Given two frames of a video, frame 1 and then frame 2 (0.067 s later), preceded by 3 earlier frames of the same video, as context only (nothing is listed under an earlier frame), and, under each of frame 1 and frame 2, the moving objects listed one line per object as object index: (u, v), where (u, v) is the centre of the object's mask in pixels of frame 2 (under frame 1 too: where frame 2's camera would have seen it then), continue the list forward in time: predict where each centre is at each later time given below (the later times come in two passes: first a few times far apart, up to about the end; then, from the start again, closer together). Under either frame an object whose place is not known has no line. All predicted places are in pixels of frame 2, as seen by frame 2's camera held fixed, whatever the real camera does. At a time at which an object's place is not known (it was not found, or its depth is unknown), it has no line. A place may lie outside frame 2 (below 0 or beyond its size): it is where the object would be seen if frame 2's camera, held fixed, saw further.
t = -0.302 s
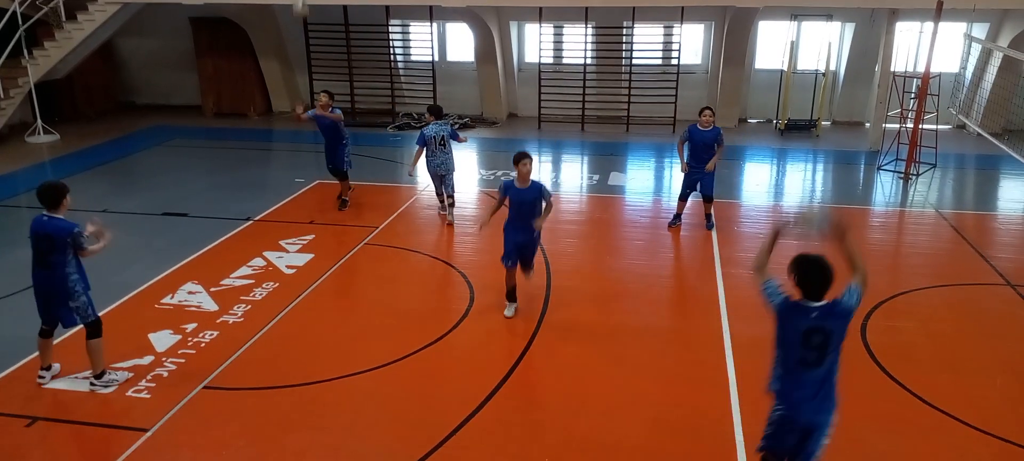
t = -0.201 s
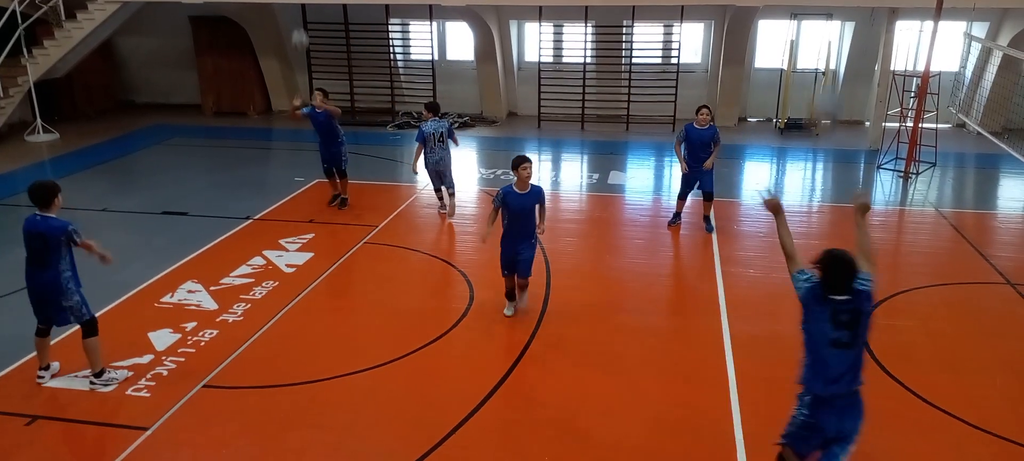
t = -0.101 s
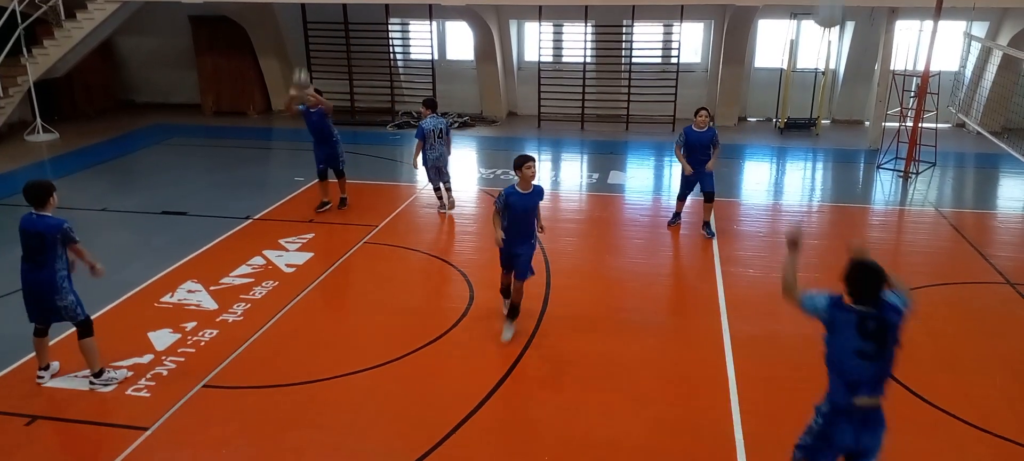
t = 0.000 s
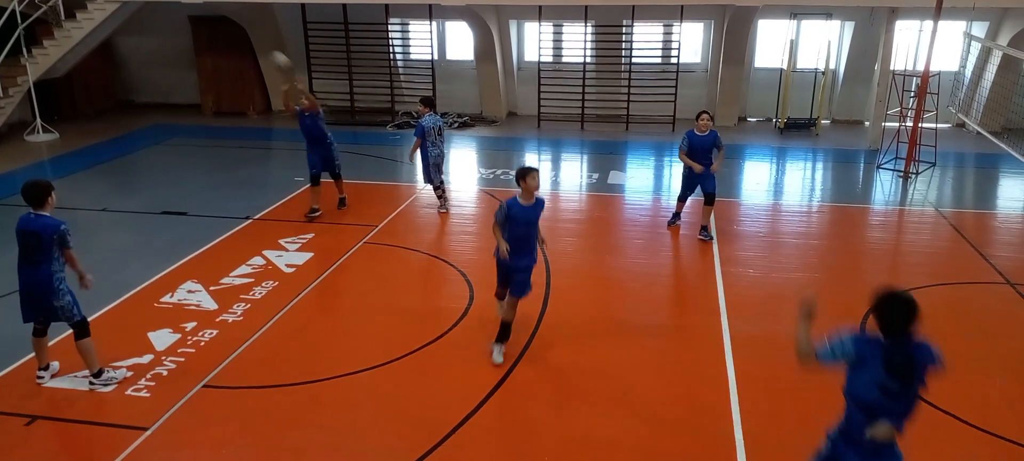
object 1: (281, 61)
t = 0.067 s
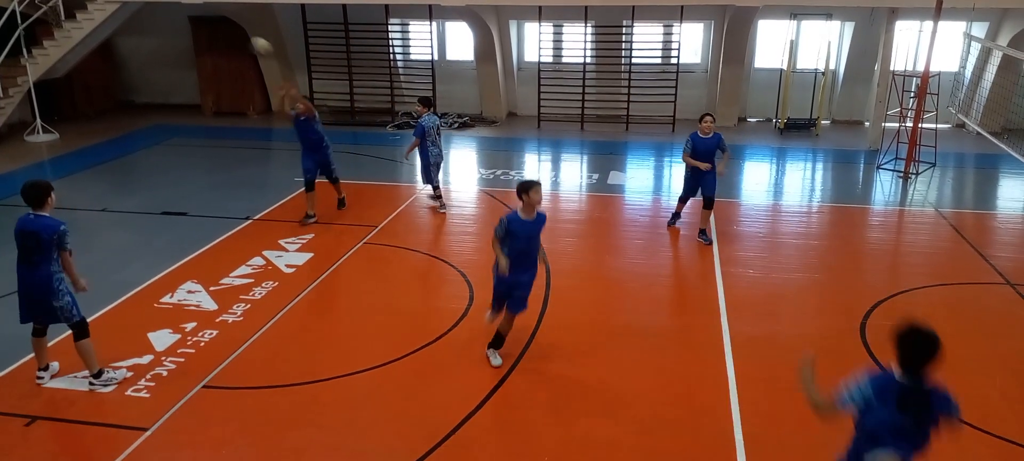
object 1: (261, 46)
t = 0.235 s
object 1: (209, 24)
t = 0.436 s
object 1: (138, 28)
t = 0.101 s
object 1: (251, 40)
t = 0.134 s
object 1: (240, 35)
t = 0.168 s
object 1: (231, 30)
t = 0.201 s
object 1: (220, 26)
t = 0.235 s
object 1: (209, 24)
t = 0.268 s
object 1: (199, 22)
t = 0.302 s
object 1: (187, 21)
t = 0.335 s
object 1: (175, 21)
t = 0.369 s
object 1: (163, 22)
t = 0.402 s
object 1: (151, 24)
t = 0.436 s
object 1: (138, 28)
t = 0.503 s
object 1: (114, 43)
